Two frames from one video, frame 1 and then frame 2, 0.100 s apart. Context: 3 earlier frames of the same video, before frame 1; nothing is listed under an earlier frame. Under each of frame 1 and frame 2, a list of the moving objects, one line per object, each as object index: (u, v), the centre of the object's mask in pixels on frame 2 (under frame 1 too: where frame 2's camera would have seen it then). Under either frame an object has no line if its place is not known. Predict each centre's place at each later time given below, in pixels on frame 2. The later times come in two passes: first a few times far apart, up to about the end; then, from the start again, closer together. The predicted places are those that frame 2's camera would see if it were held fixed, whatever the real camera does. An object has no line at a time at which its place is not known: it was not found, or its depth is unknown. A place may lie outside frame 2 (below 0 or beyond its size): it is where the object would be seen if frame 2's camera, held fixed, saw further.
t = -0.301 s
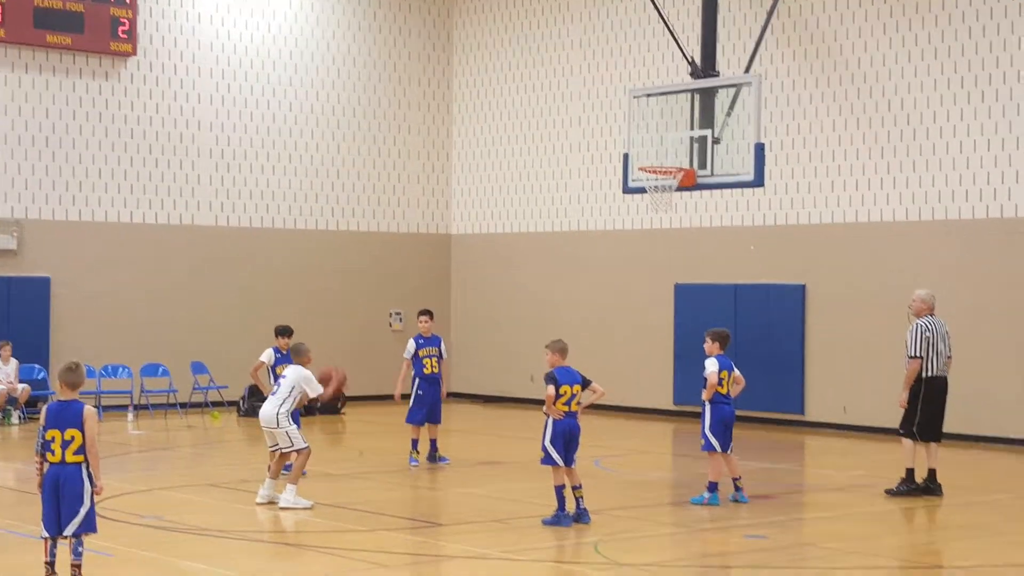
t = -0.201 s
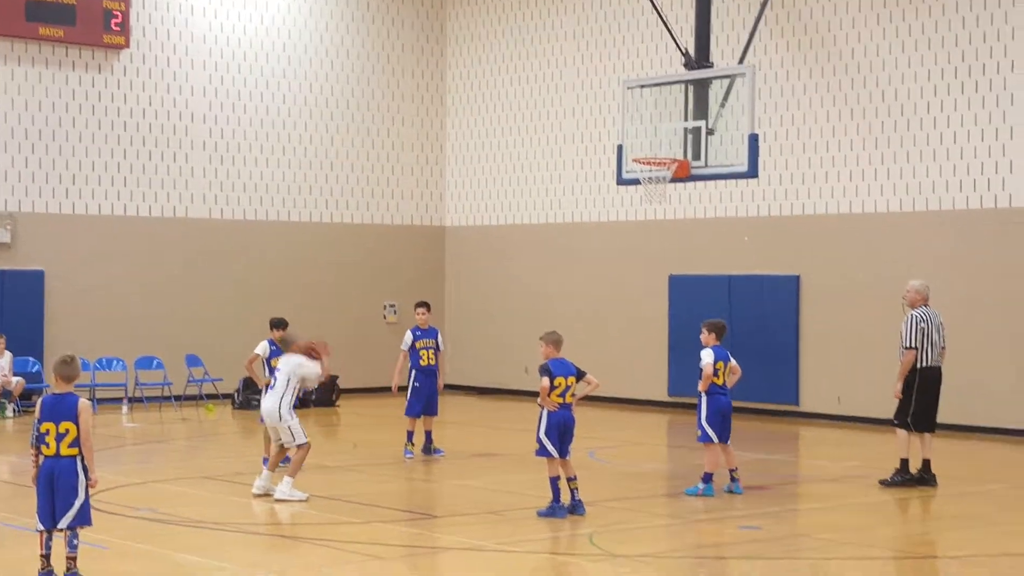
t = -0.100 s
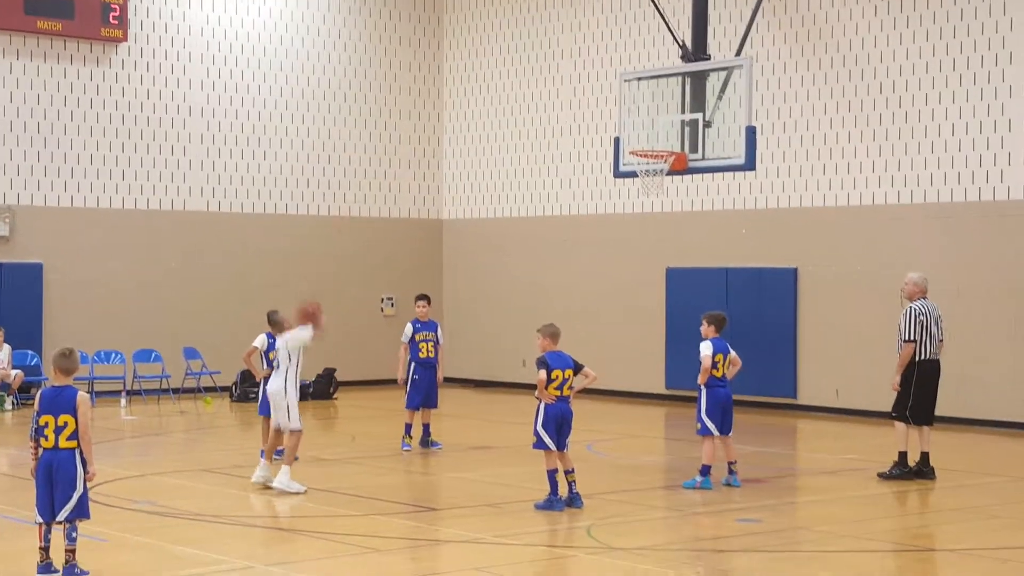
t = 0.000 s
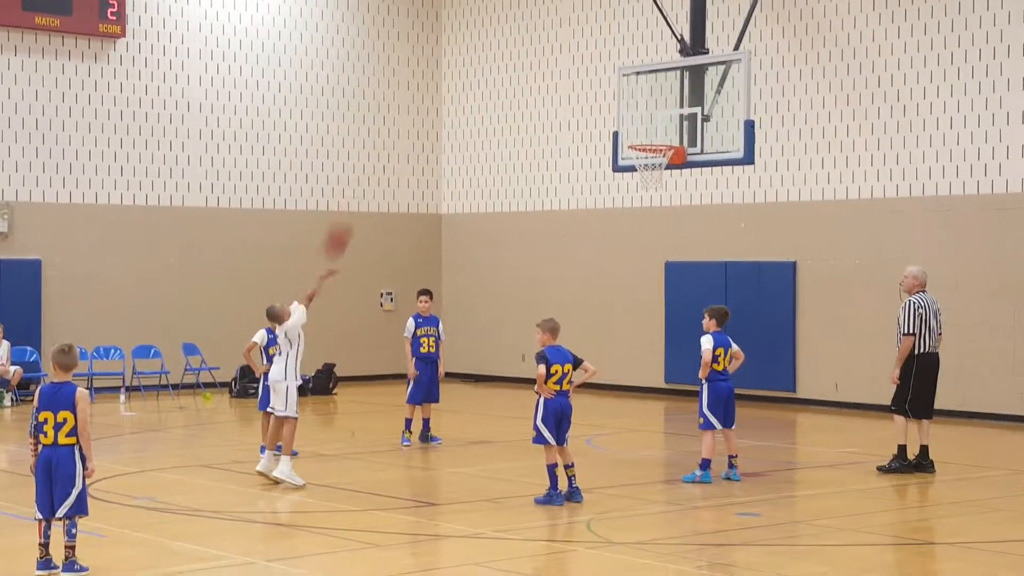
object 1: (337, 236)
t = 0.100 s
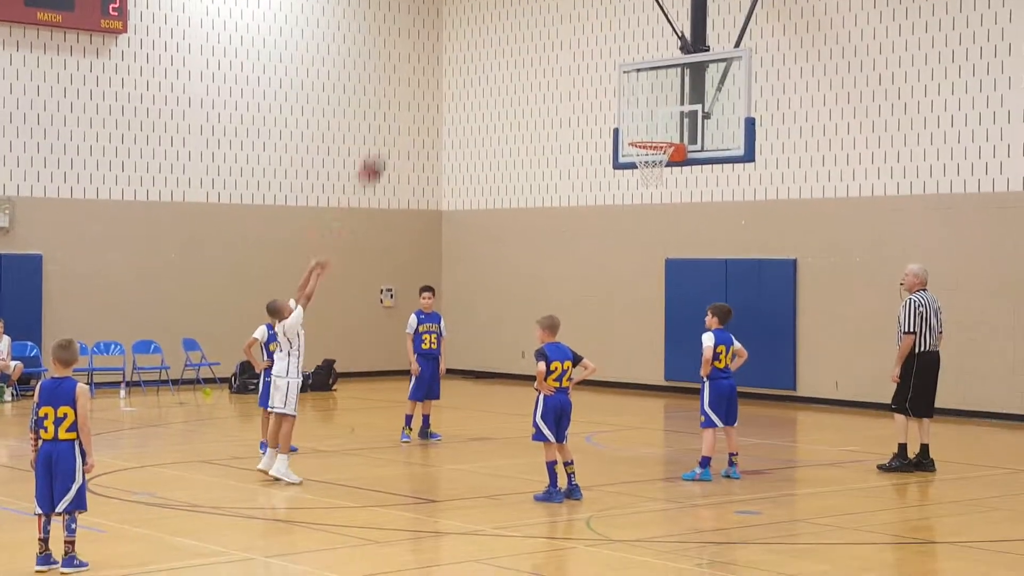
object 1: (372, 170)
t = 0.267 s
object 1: (426, 89)
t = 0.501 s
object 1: (498, 32)
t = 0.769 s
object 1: (572, 38)
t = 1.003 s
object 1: (632, 101)
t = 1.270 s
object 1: (667, 160)
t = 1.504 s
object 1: (649, 184)
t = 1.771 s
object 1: (627, 262)
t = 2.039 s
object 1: (606, 413)
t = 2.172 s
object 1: (599, 403)
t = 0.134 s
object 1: (383, 151)
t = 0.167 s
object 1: (395, 133)
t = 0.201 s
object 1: (406, 116)
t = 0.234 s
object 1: (415, 103)
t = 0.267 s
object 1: (426, 89)
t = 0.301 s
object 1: (436, 78)
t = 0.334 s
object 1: (447, 68)
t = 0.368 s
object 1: (457, 58)
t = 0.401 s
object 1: (468, 49)
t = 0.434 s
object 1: (478, 42)
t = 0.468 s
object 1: (488, 36)
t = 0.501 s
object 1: (498, 32)
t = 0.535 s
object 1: (507, 29)
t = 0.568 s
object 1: (517, 27)
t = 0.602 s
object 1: (526, 26)
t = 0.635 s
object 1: (536, 26)
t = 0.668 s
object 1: (545, 28)
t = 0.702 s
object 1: (554, 30)
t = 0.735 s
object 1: (563, 34)
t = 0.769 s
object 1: (572, 38)
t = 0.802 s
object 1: (581, 44)
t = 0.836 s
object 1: (590, 51)
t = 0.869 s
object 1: (598, 59)
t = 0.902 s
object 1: (607, 68)
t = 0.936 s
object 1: (616, 78)
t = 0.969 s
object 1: (624, 89)
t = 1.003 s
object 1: (632, 101)
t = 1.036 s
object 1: (641, 115)
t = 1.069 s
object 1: (648, 128)
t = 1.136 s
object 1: (665, 157)
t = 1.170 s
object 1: (669, 161)
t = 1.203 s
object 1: (669, 161)
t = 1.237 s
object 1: (668, 161)
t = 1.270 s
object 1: (667, 160)
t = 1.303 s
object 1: (665, 161)
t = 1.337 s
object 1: (664, 162)
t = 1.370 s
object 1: (660, 168)
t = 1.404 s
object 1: (658, 169)
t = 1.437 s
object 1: (655, 173)
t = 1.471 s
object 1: (652, 177)
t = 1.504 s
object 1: (649, 184)
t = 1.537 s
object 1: (646, 190)
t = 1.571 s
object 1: (644, 197)
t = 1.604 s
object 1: (641, 205)
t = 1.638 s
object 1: (638, 214)
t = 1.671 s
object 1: (635, 223)
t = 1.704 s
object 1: (632, 235)
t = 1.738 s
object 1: (630, 248)
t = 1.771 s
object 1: (627, 262)
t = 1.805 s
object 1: (625, 276)
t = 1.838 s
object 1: (623, 292)
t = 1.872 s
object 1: (620, 309)
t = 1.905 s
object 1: (617, 328)
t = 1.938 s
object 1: (616, 346)
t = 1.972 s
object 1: (613, 368)
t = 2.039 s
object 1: (606, 413)
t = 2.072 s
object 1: (604, 436)
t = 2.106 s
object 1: (602, 433)
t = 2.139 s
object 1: (600, 416)
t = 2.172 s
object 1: (599, 403)
